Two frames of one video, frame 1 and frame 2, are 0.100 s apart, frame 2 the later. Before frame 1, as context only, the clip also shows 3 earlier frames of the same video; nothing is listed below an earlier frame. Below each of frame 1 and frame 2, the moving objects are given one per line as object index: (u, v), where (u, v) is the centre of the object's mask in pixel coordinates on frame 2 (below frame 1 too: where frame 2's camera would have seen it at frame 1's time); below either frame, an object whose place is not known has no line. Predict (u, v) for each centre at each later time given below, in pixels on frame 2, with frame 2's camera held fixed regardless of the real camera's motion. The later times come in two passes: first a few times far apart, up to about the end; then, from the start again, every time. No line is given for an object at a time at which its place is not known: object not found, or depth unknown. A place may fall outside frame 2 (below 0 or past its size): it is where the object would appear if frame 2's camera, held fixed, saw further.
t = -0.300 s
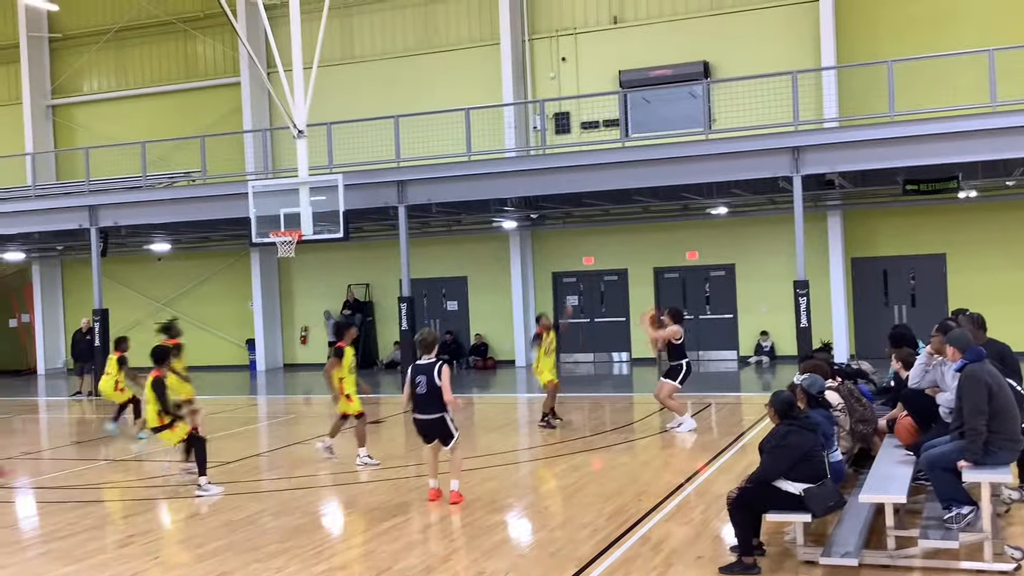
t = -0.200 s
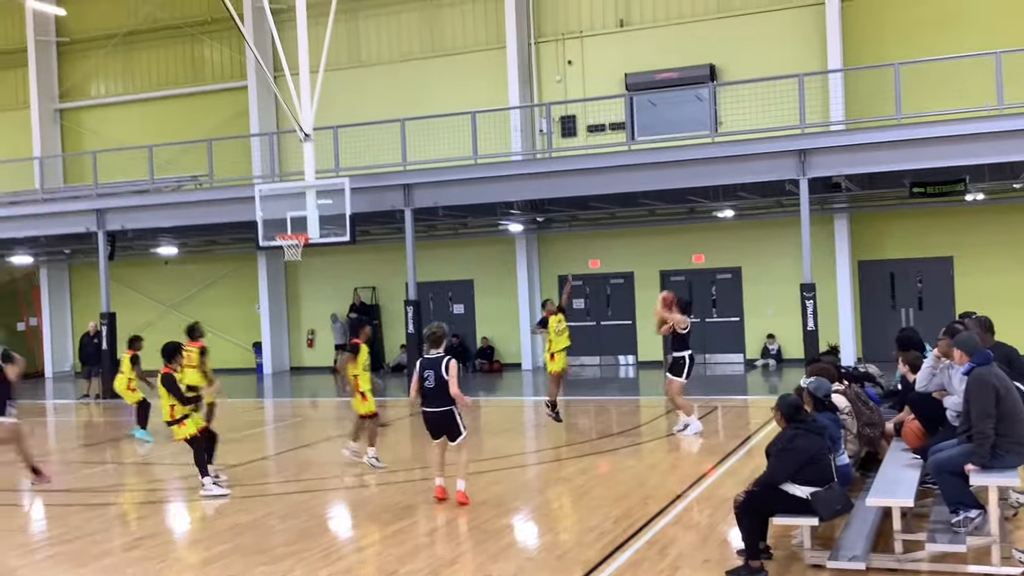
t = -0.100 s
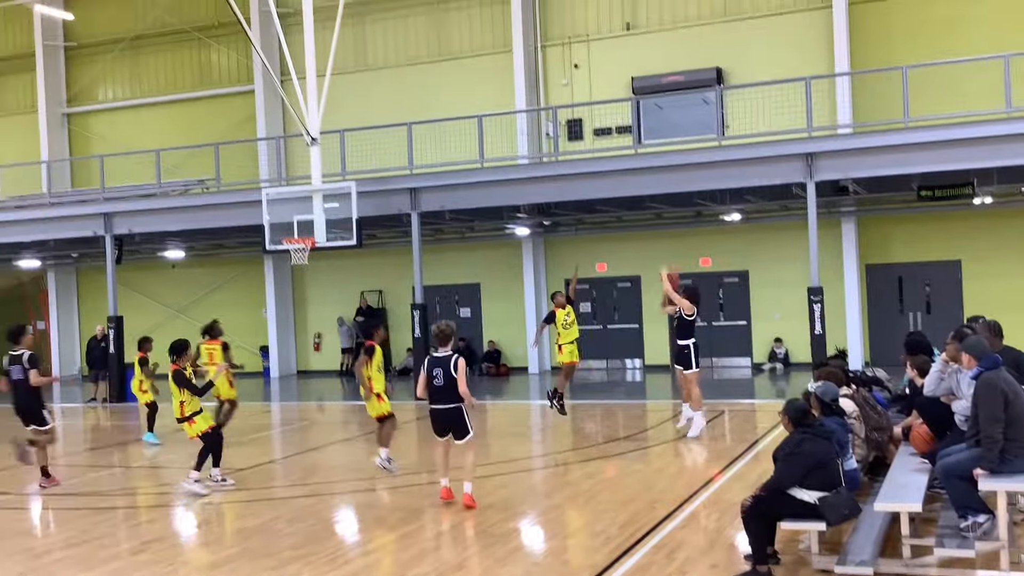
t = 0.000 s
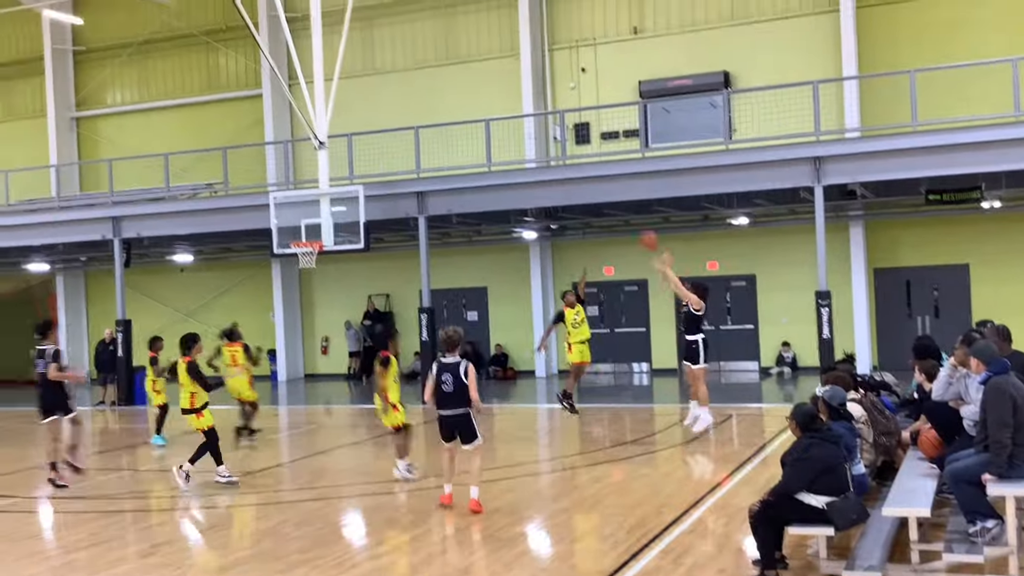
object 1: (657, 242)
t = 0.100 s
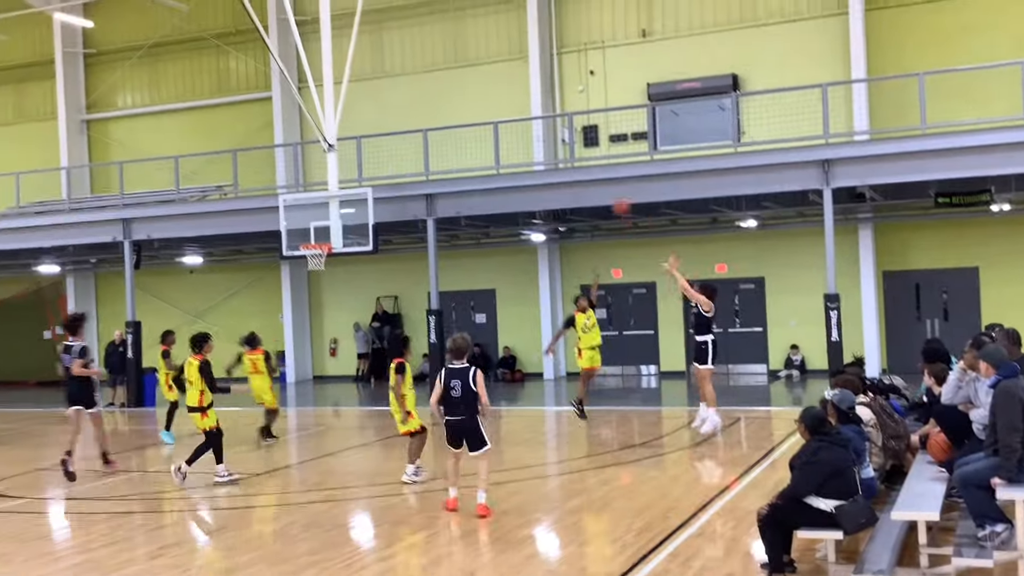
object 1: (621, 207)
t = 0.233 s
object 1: (573, 167)
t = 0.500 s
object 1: (489, 133)
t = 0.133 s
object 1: (608, 195)
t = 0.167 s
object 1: (598, 186)
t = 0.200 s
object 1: (584, 176)
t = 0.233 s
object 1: (573, 167)
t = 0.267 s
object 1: (563, 162)
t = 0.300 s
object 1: (552, 156)
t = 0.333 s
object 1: (540, 149)
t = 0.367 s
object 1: (529, 144)
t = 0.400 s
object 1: (519, 140)
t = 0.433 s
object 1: (509, 137)
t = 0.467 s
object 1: (499, 135)
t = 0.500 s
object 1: (489, 133)
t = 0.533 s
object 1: (479, 131)
